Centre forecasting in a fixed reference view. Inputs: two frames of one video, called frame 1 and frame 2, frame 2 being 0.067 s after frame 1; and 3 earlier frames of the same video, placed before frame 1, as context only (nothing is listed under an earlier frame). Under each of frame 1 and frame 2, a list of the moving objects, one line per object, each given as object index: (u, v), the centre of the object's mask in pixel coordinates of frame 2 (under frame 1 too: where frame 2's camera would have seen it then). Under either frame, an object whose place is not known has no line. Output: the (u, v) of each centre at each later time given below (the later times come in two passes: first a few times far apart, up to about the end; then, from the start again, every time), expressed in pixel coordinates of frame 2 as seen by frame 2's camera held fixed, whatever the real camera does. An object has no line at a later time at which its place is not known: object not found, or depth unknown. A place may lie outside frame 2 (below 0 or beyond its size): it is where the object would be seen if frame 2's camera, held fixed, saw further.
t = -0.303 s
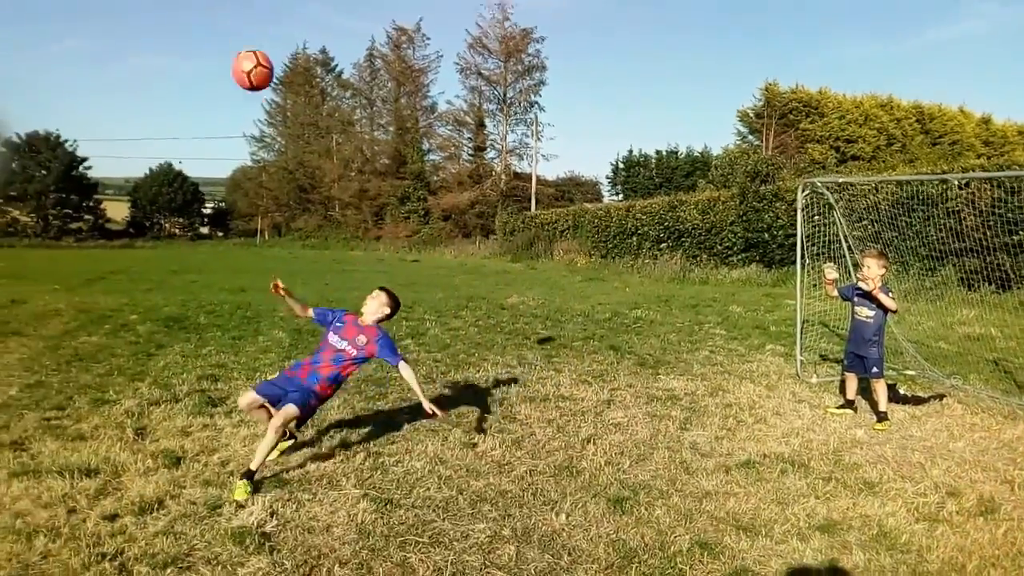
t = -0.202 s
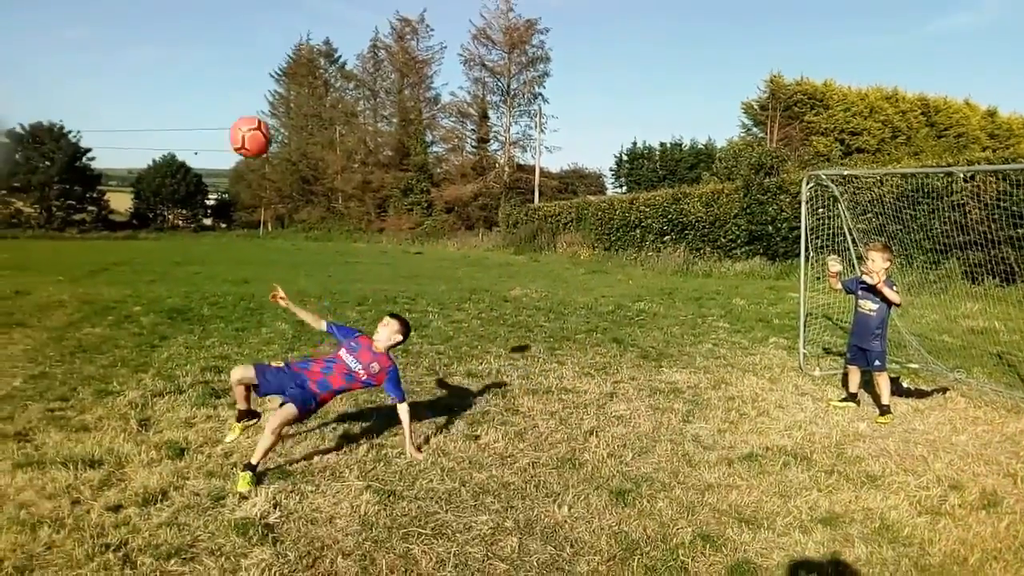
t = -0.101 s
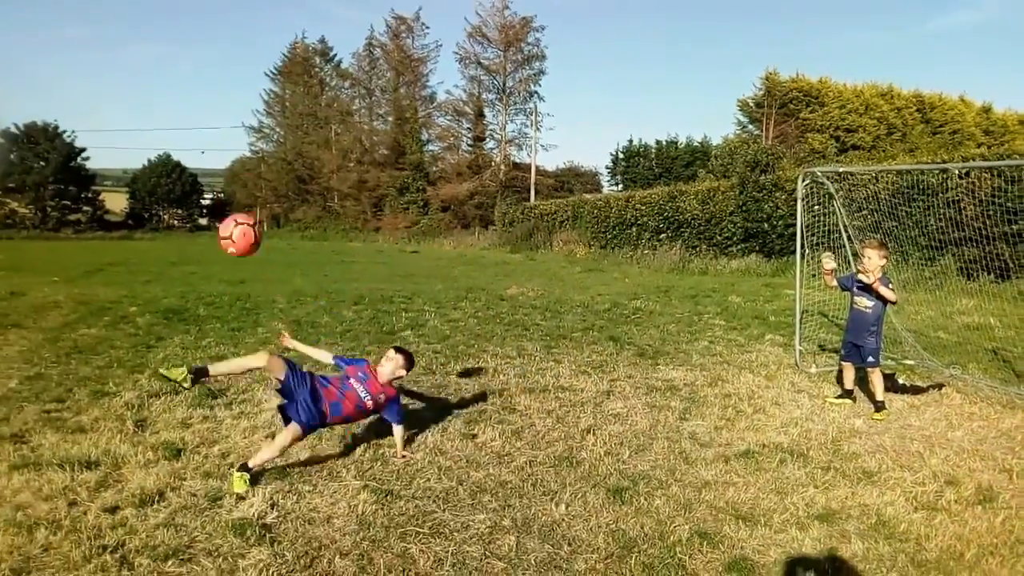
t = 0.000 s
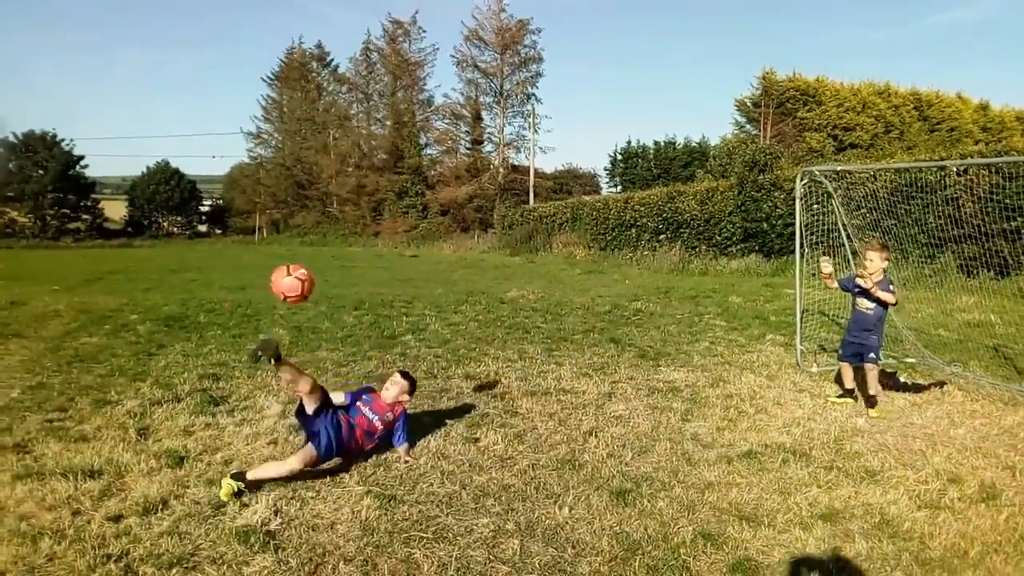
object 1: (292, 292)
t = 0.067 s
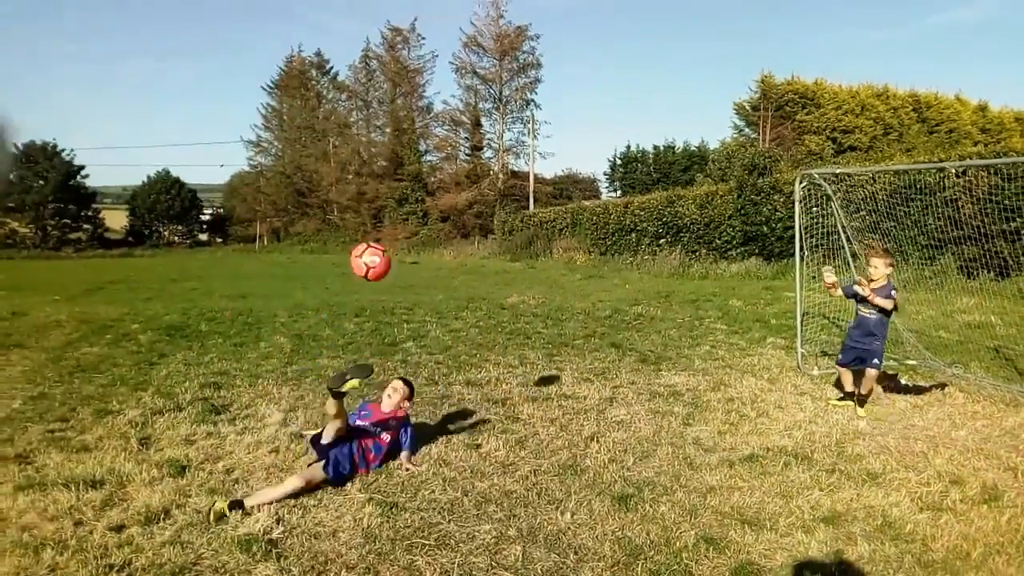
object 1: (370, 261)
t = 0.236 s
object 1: (548, 225)
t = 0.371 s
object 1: (677, 233)
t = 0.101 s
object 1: (408, 250)
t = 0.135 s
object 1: (445, 241)
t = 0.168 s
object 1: (480, 234)
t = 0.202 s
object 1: (514, 228)
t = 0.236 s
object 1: (548, 225)
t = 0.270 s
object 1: (581, 225)
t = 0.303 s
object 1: (614, 226)
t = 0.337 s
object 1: (646, 229)
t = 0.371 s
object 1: (677, 233)
